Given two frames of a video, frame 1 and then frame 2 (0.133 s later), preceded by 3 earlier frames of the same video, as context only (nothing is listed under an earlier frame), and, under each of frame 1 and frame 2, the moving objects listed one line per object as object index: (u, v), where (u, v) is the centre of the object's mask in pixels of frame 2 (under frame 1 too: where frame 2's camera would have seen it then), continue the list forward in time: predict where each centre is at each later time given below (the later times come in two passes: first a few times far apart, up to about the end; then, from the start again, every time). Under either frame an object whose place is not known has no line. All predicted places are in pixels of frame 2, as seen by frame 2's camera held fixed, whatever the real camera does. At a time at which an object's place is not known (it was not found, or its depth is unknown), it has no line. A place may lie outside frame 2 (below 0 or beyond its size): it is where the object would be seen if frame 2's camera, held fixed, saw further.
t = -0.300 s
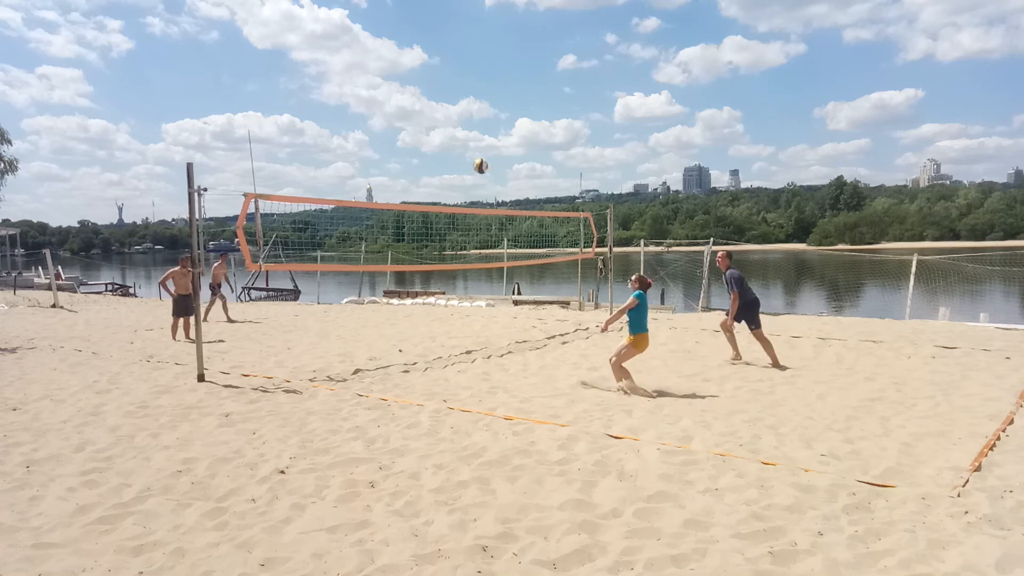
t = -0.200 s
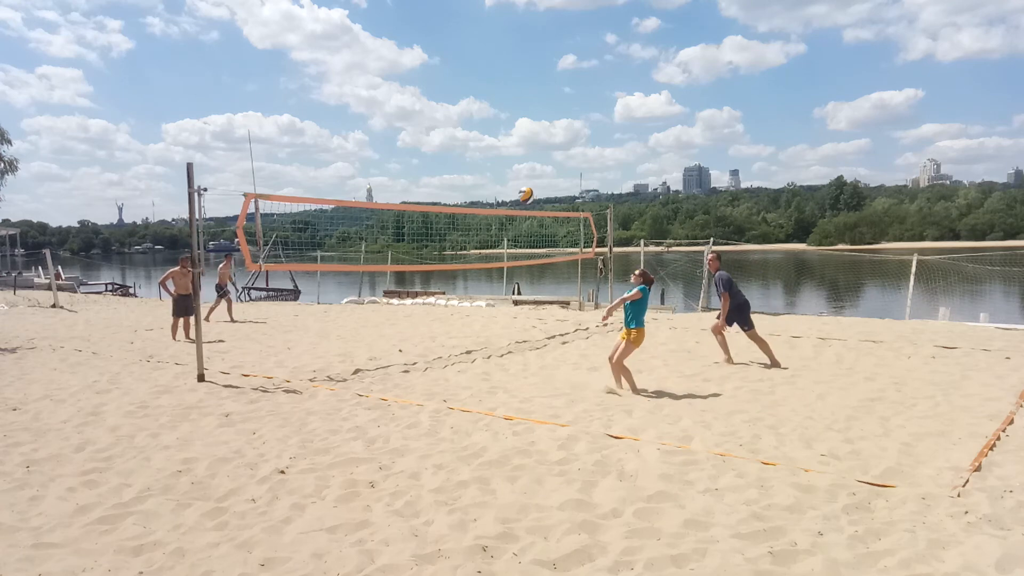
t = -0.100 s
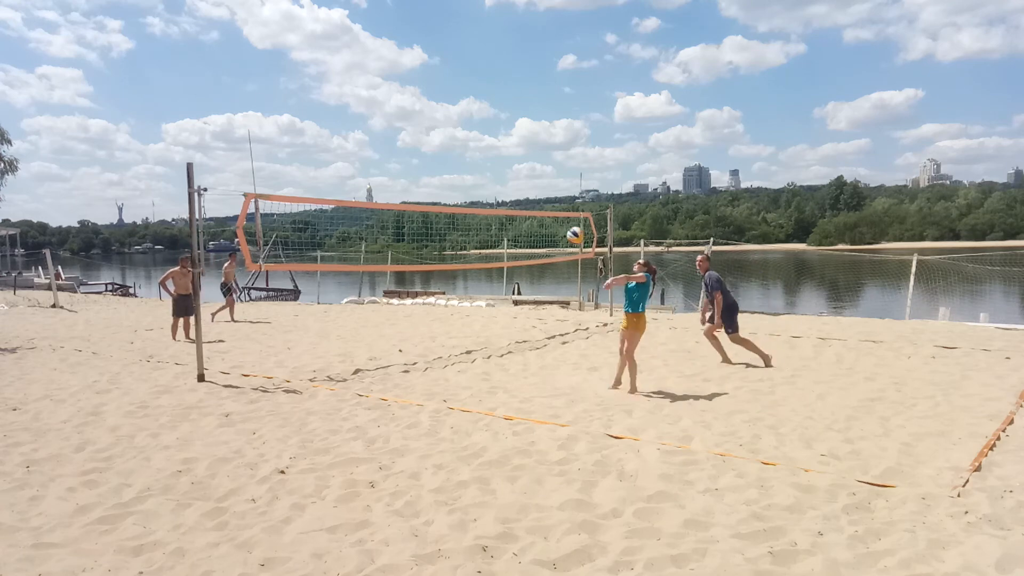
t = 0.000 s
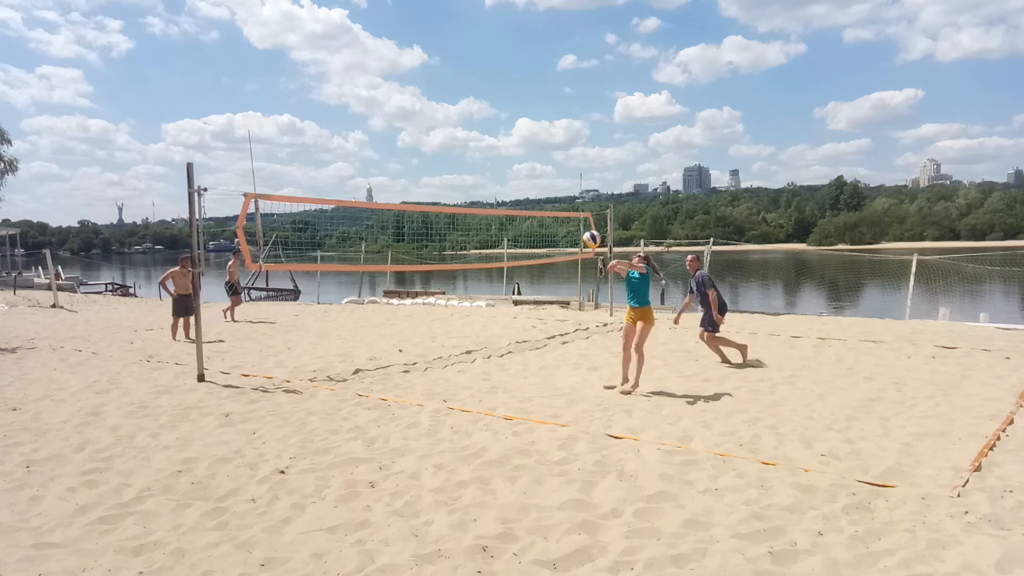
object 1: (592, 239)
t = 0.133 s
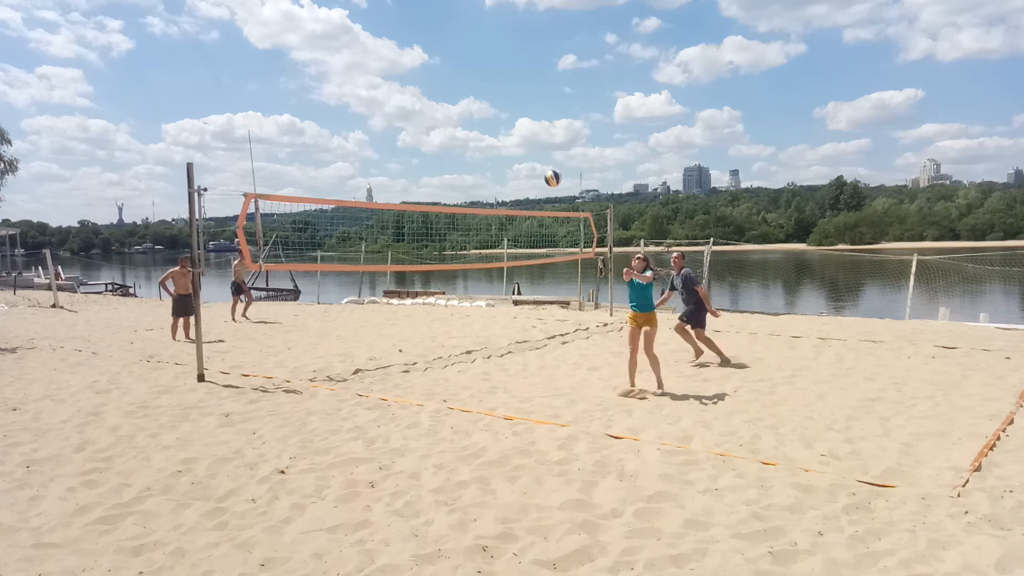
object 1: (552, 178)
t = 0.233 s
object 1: (525, 145)
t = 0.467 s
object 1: (468, 103)
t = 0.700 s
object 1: (420, 103)
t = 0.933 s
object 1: (379, 141)
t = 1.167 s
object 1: (344, 210)
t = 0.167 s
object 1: (543, 166)
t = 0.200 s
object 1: (534, 155)
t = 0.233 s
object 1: (525, 145)
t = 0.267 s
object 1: (517, 136)
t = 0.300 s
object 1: (508, 128)
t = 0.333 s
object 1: (500, 121)
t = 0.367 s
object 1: (492, 115)
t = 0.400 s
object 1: (484, 110)
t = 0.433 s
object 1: (476, 106)
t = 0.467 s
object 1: (468, 103)
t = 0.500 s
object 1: (461, 100)
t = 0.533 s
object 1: (454, 99)
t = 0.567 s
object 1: (447, 98)
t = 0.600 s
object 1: (440, 98)
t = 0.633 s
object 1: (433, 99)
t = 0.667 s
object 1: (427, 101)
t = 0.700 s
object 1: (420, 103)
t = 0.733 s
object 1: (414, 107)
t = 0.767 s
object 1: (407, 111)
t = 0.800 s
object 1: (401, 116)
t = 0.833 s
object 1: (395, 121)
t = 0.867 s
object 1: (390, 127)
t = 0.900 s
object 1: (384, 134)
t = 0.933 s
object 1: (379, 141)
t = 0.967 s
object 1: (373, 149)
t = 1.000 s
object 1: (368, 158)
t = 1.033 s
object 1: (363, 167)
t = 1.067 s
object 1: (359, 176)
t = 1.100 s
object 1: (354, 187)
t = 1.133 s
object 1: (349, 196)
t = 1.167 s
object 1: (344, 210)
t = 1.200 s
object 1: (340, 221)
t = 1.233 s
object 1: (335, 233)
